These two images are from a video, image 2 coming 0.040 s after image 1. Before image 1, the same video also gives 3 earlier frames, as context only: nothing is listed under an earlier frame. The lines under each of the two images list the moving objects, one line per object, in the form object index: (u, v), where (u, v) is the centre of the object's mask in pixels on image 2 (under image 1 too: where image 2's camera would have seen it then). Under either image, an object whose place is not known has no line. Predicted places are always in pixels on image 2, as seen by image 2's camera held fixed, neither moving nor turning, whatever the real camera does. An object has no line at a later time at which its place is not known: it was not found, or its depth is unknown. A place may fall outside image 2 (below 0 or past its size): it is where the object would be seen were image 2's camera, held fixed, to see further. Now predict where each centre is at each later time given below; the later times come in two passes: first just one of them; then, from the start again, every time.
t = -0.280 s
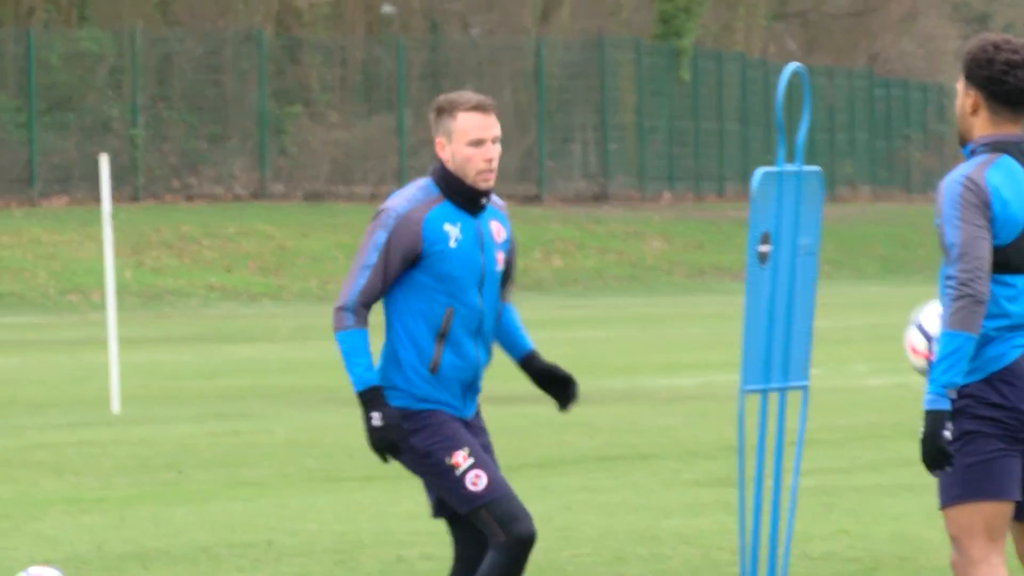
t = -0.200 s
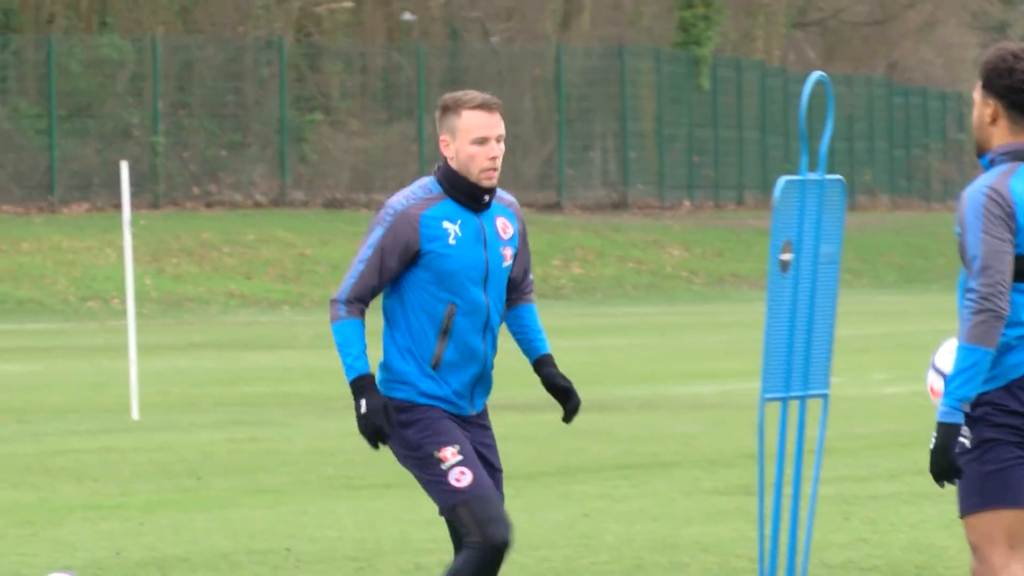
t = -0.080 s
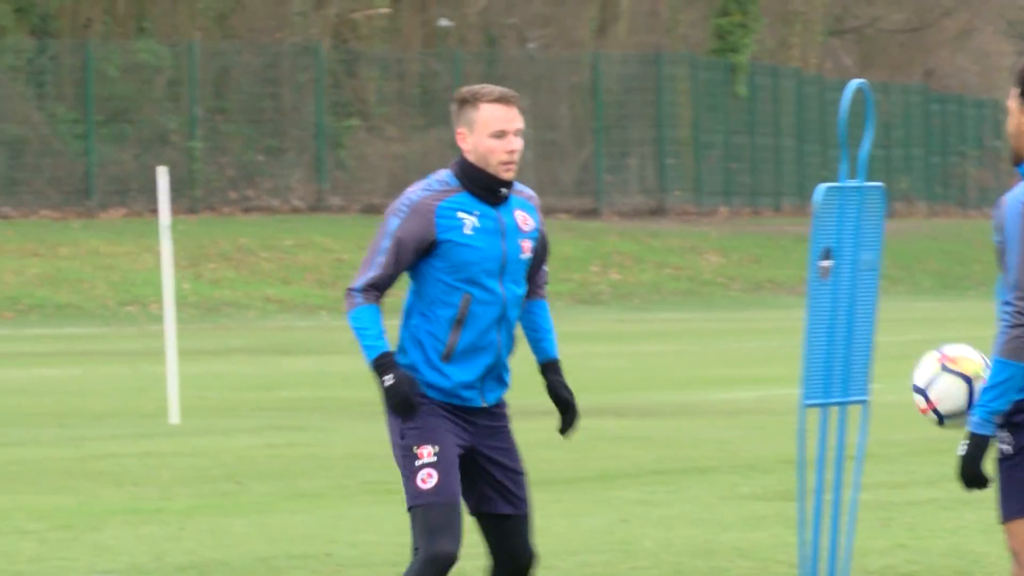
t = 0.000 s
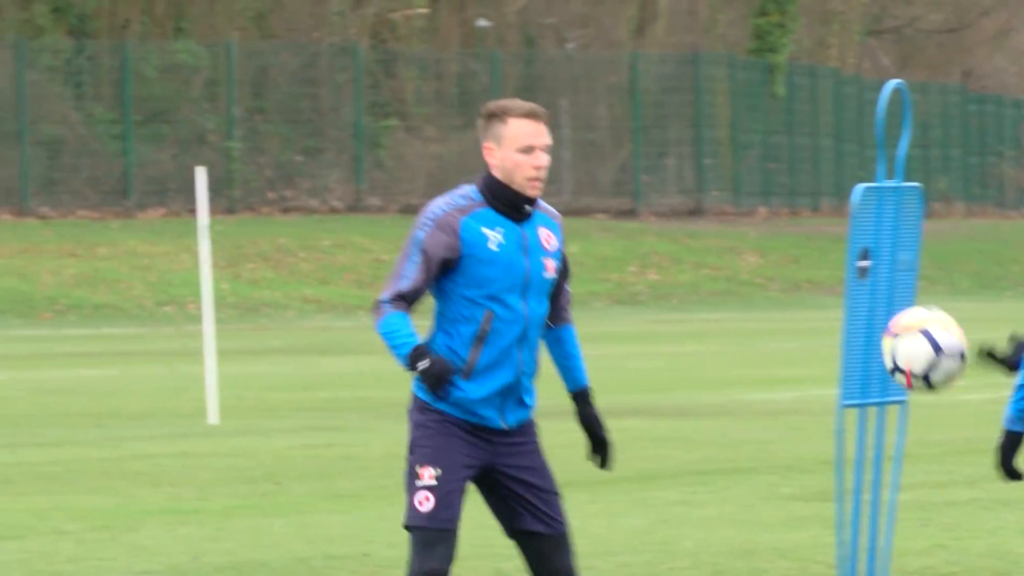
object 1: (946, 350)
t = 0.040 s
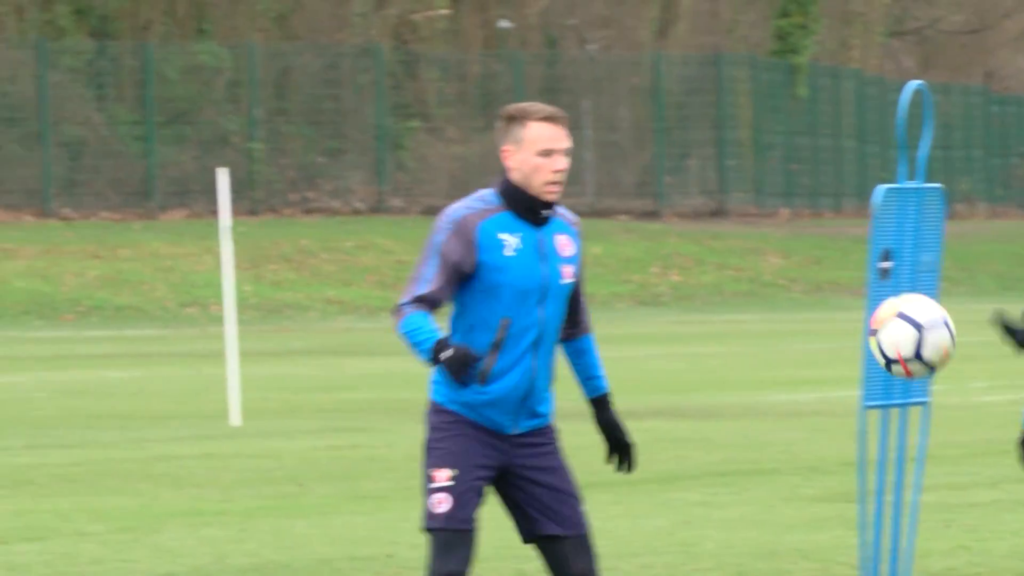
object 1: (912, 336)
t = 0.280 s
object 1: (707, 371)
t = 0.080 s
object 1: (878, 327)
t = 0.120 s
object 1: (843, 325)
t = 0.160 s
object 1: (809, 328)
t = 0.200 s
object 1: (775, 336)
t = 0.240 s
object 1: (742, 352)
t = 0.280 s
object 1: (707, 371)
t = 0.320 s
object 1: (674, 399)
